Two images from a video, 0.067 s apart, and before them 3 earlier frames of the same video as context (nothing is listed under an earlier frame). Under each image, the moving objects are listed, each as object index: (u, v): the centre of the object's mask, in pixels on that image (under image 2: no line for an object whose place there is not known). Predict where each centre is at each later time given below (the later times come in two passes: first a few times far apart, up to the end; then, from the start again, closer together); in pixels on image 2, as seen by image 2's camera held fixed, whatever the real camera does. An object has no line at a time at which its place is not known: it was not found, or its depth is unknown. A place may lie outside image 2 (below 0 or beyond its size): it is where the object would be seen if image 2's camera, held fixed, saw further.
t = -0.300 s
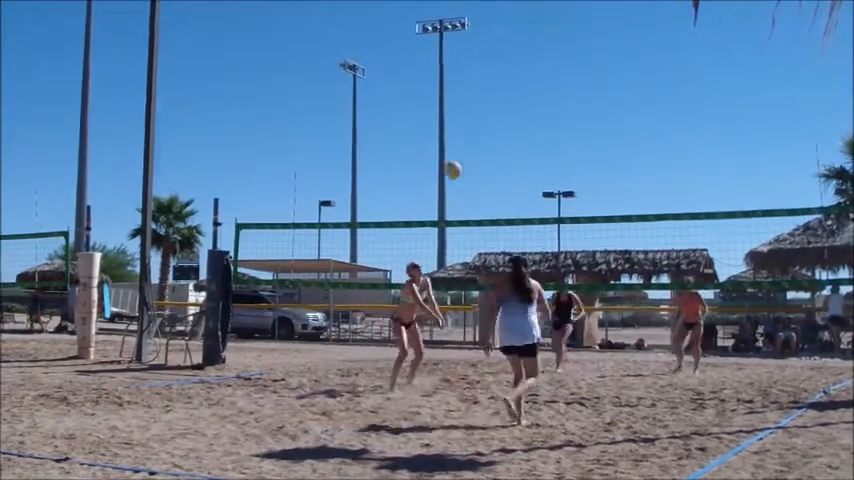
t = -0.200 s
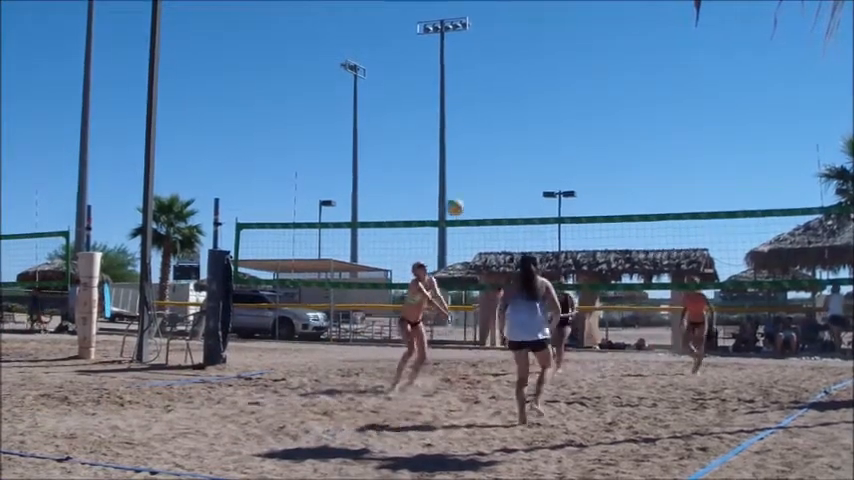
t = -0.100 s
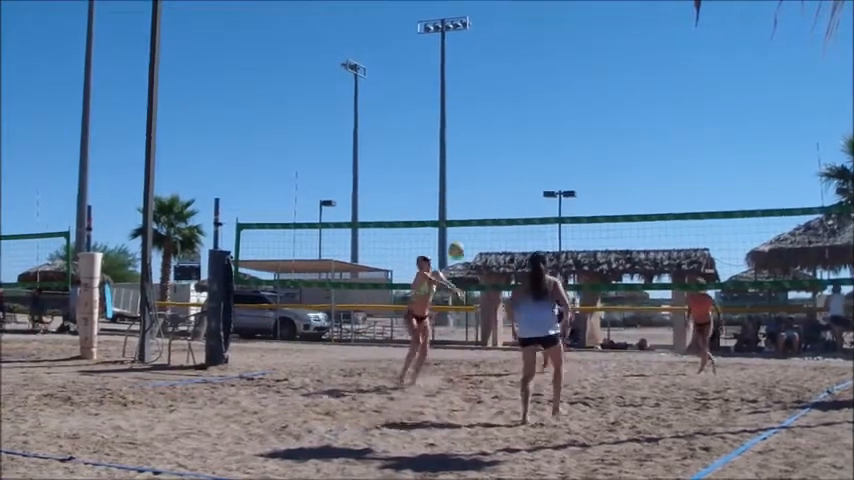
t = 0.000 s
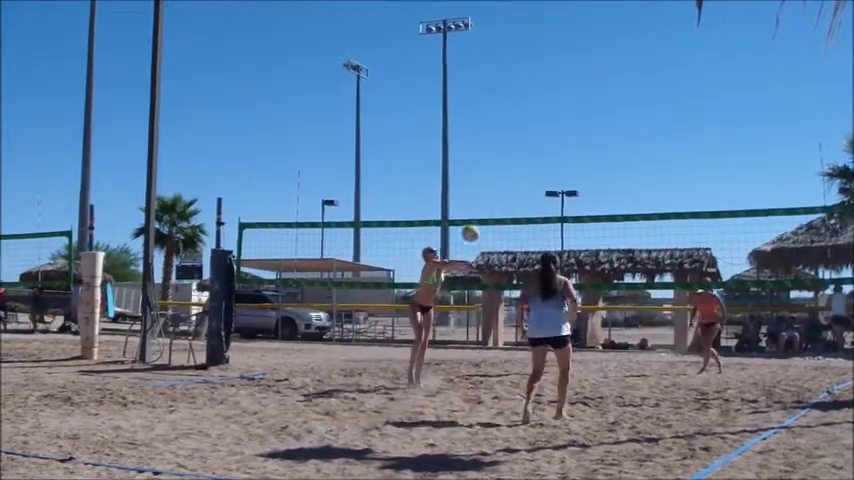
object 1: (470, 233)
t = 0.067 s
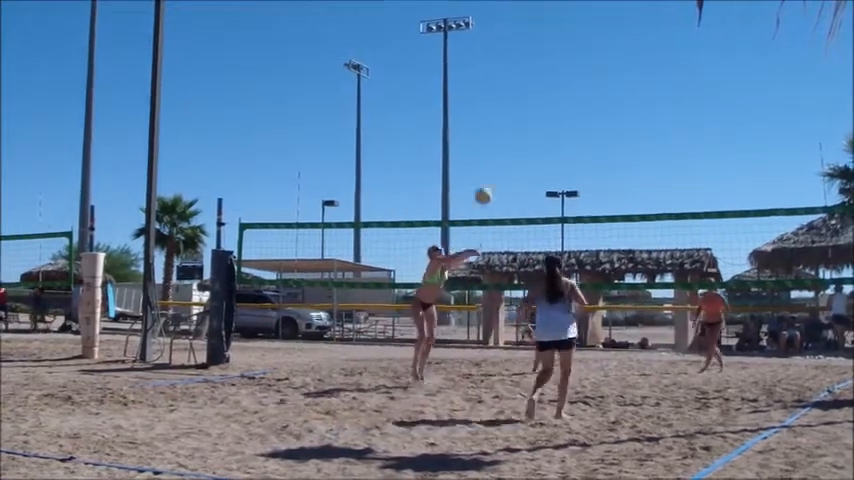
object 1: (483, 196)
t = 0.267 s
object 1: (518, 103)
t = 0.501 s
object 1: (558, 34)
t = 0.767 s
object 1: (610, 13)
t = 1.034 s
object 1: (663, 43)
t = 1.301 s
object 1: (717, 133)
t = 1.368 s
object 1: (730, 164)
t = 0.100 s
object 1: (488, 178)
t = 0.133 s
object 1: (494, 161)
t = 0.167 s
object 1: (500, 145)
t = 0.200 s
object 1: (505, 130)
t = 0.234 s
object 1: (512, 116)
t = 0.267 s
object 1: (518, 103)
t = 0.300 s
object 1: (523, 91)
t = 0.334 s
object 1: (529, 80)
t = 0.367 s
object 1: (535, 70)
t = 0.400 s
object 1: (541, 61)
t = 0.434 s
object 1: (548, 52)
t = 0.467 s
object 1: (554, 44)
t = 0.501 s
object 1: (558, 34)
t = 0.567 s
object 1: (572, 26)
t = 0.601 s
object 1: (578, 21)
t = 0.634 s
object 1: (584, 18)
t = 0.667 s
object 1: (591, 16)
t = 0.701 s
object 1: (596, 13)
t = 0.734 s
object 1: (603, 14)
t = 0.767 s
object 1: (610, 13)
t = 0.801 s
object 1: (617, 13)
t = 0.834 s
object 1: (622, 14)
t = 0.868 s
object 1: (629, 17)
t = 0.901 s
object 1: (635, 21)
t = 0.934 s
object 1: (643, 25)
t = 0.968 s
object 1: (649, 30)
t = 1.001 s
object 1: (655, 36)
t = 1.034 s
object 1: (663, 43)
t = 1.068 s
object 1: (670, 51)
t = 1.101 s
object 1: (675, 60)
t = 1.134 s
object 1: (683, 70)
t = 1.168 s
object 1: (690, 80)
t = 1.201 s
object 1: (697, 92)
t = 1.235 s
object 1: (703, 104)
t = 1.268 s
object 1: (710, 119)
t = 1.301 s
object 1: (717, 133)
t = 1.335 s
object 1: (723, 148)
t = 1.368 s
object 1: (730, 164)
